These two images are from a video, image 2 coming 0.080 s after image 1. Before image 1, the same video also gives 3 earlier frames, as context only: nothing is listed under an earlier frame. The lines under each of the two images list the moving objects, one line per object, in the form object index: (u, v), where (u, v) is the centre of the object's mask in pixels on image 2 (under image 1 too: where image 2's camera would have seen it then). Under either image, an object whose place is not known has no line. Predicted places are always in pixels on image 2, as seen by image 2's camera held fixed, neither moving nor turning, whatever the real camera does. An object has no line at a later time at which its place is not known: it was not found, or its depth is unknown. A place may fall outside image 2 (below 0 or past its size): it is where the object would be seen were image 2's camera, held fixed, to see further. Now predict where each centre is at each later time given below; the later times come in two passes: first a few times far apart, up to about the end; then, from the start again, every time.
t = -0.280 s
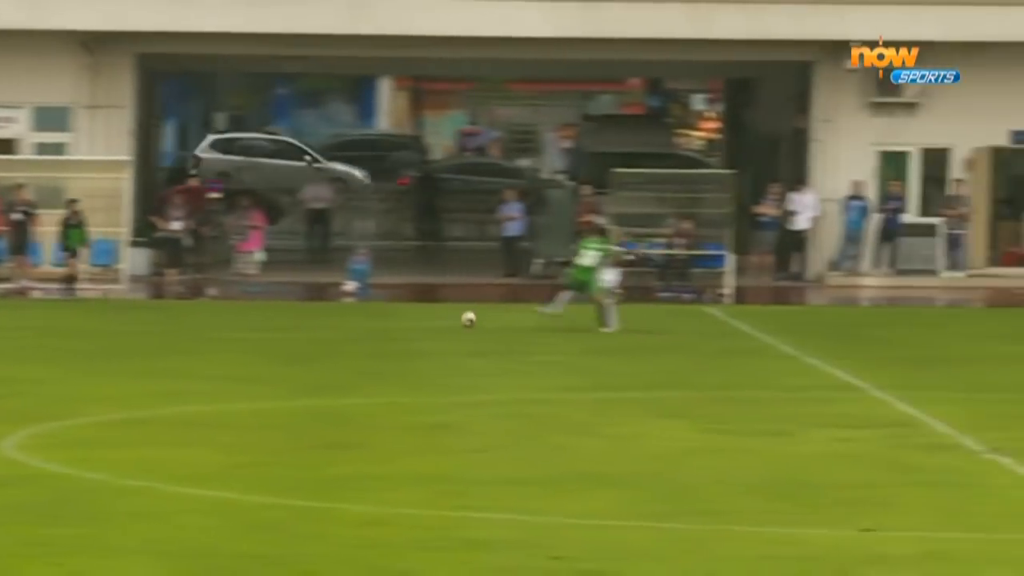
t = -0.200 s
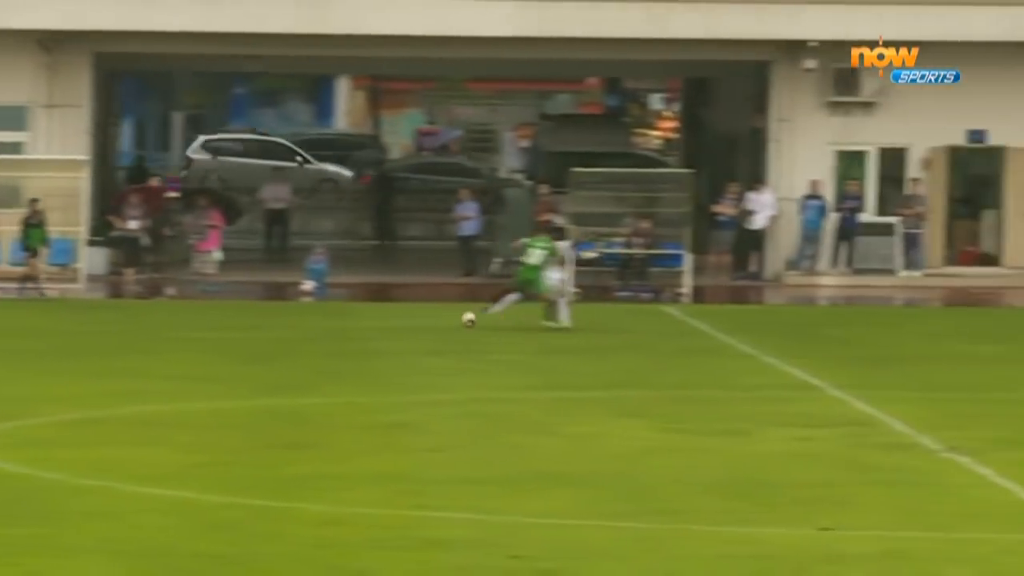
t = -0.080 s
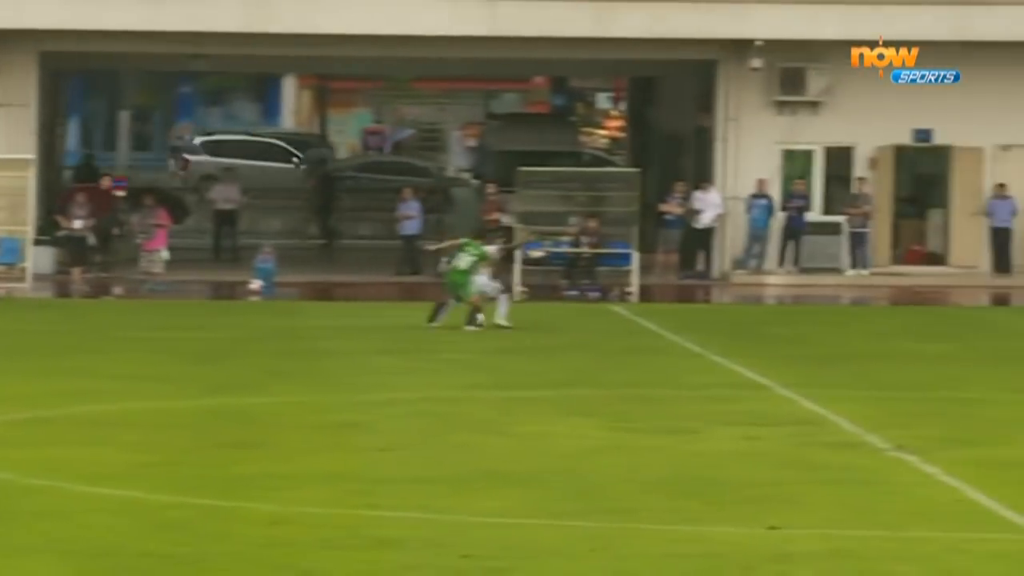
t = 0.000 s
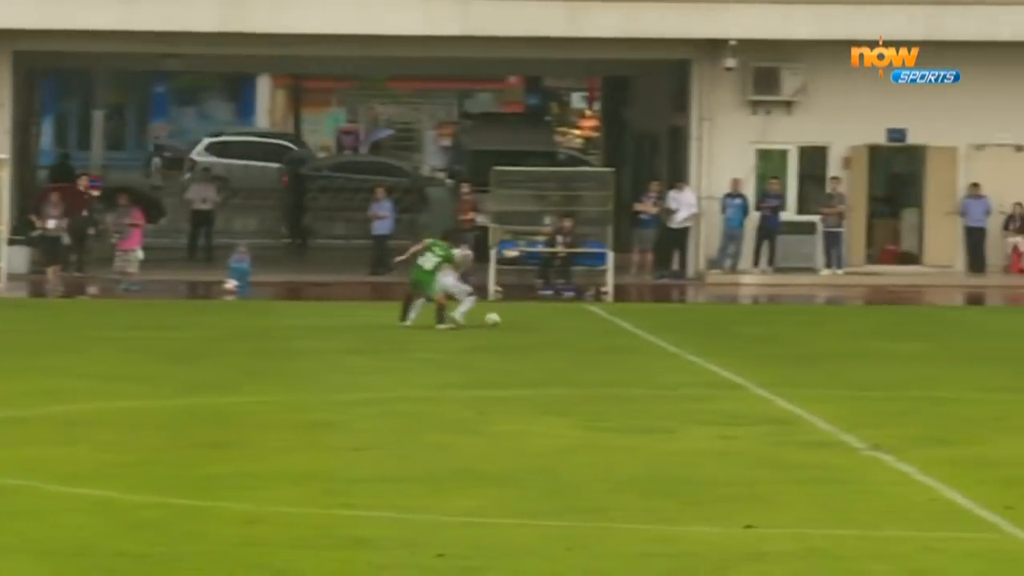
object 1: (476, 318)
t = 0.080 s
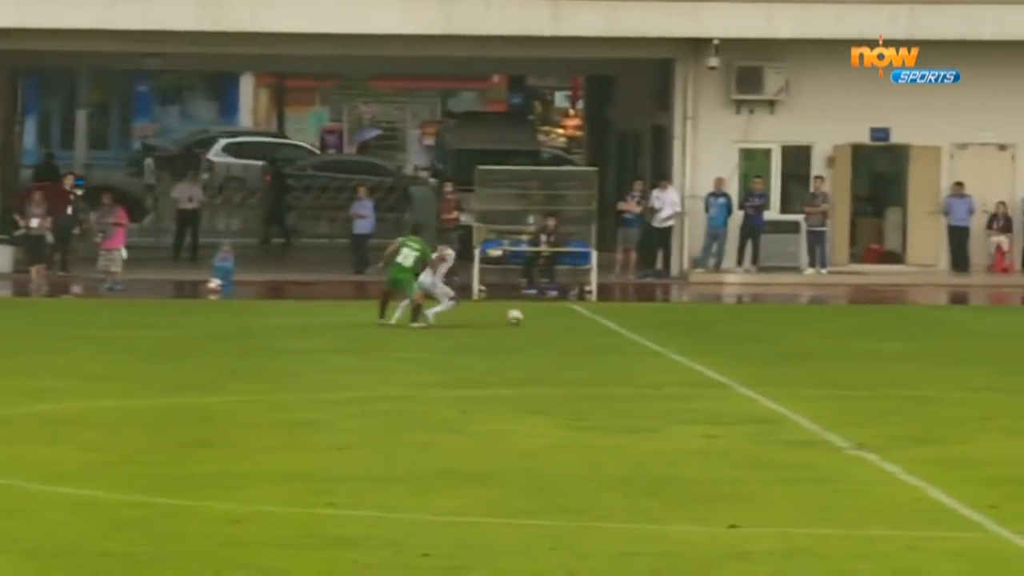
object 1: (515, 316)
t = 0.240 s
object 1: (587, 316)
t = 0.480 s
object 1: (689, 317)
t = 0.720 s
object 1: (786, 318)
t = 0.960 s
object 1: (878, 317)
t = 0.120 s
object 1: (533, 316)
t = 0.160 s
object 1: (550, 316)
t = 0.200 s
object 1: (569, 316)
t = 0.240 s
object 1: (587, 316)
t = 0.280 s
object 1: (605, 316)
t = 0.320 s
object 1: (622, 317)
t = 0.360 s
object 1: (638, 317)
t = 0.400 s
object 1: (655, 317)
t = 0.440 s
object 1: (672, 317)
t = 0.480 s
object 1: (689, 317)
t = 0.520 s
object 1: (706, 316)
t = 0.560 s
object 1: (722, 316)
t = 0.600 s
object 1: (738, 316)
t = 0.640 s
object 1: (754, 315)
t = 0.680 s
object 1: (770, 317)
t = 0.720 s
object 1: (786, 318)
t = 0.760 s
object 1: (801, 317)
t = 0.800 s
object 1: (817, 317)
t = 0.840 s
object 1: (833, 318)
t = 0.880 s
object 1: (847, 319)
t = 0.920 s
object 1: (862, 318)
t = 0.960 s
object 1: (878, 317)
